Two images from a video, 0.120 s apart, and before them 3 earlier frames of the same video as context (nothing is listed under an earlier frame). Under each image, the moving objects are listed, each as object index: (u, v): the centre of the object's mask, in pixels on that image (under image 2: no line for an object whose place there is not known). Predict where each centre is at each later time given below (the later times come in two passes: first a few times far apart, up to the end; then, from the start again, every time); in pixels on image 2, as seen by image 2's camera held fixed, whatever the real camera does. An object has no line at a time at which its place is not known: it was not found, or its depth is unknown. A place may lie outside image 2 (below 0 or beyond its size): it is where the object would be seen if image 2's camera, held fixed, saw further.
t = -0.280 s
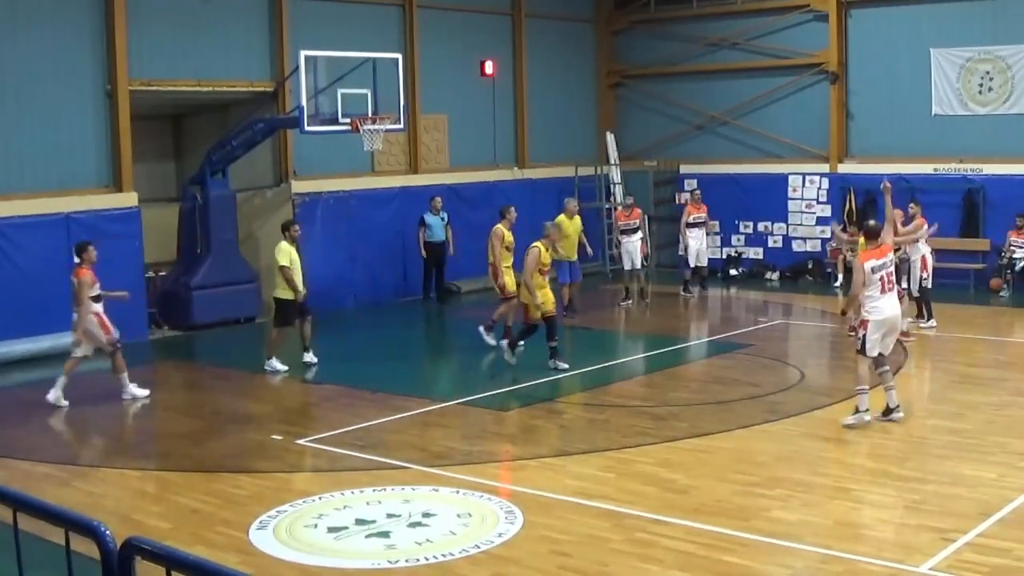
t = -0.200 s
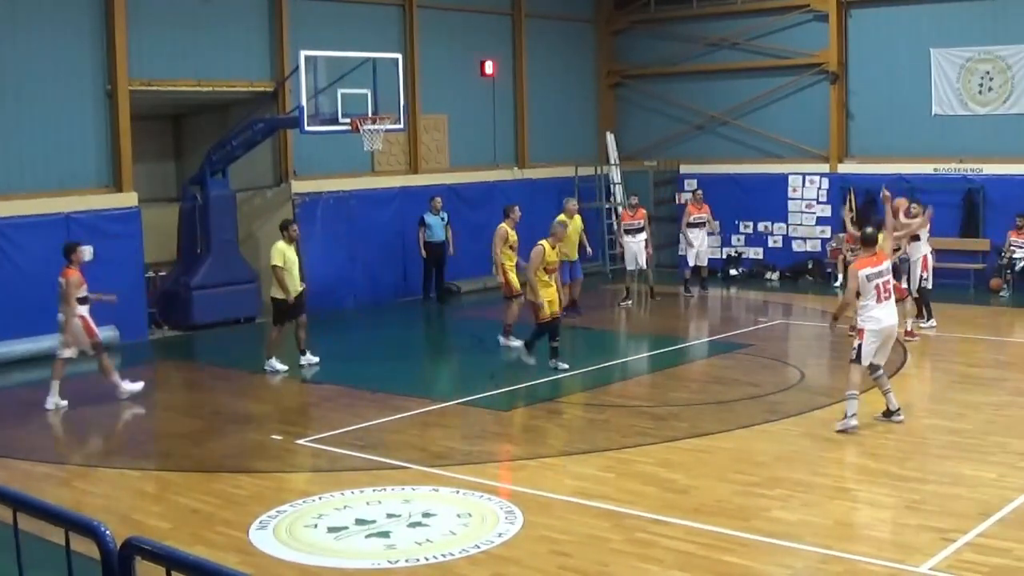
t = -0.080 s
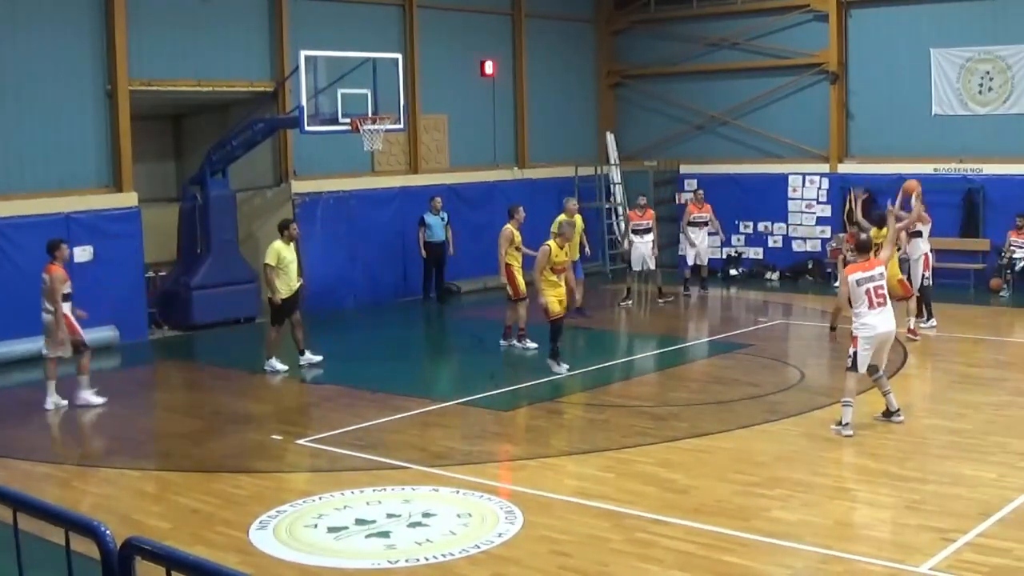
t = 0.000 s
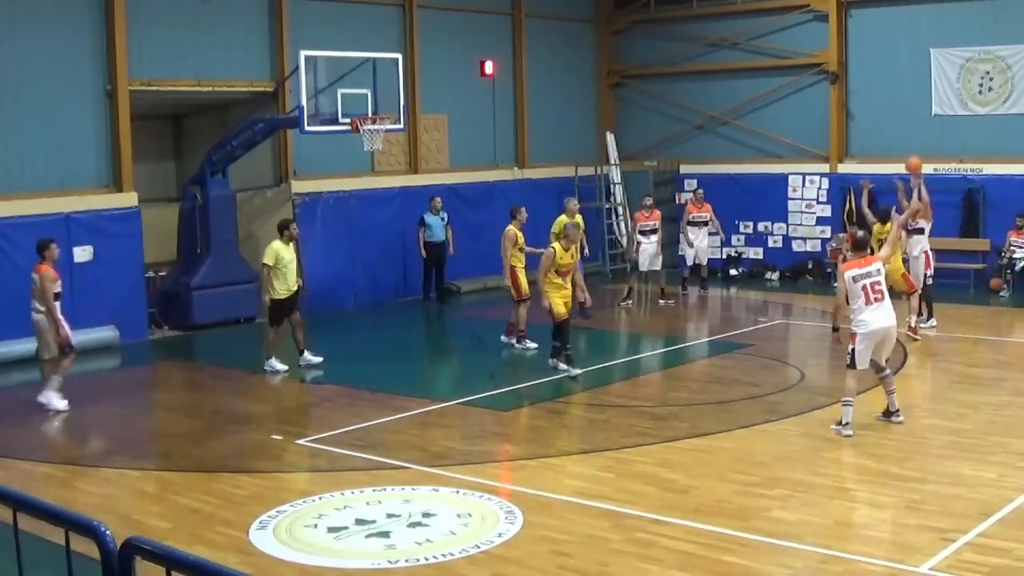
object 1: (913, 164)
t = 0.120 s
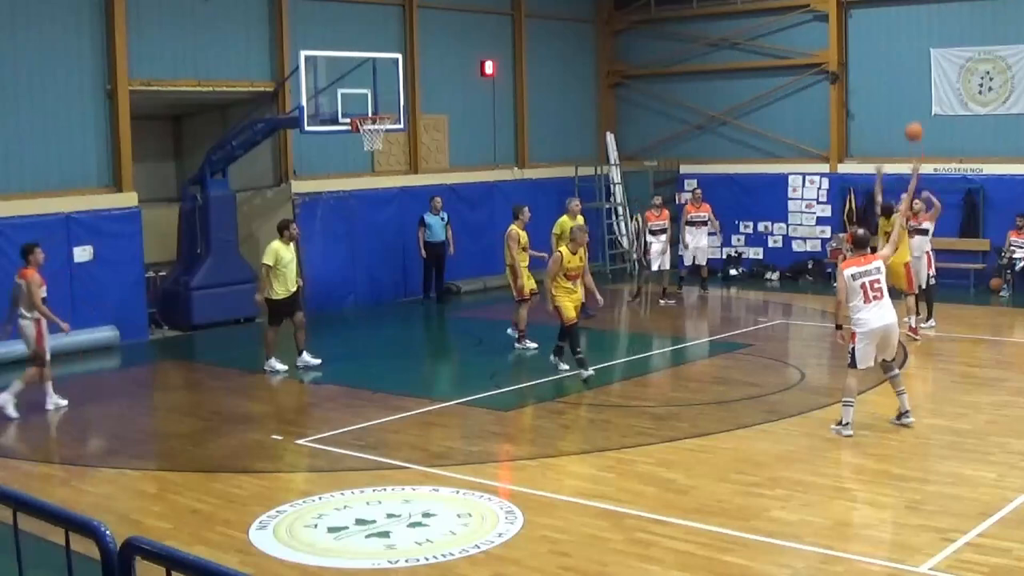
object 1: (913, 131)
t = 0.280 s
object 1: (913, 99)
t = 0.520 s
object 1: (915, 86)
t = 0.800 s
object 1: (919, 138)
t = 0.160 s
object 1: (913, 122)
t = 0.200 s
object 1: (913, 113)
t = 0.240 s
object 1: (913, 106)
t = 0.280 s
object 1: (913, 99)
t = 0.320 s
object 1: (914, 94)
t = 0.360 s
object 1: (914, 90)
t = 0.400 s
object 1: (914, 87)
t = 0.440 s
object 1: (914, 86)
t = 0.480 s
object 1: (915, 86)
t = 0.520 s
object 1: (915, 86)
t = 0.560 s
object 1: (915, 89)
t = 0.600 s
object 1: (916, 93)
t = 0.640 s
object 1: (916, 99)
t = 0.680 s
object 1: (917, 106)
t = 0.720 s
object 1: (917, 115)
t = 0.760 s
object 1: (918, 126)
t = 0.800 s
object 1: (919, 138)
